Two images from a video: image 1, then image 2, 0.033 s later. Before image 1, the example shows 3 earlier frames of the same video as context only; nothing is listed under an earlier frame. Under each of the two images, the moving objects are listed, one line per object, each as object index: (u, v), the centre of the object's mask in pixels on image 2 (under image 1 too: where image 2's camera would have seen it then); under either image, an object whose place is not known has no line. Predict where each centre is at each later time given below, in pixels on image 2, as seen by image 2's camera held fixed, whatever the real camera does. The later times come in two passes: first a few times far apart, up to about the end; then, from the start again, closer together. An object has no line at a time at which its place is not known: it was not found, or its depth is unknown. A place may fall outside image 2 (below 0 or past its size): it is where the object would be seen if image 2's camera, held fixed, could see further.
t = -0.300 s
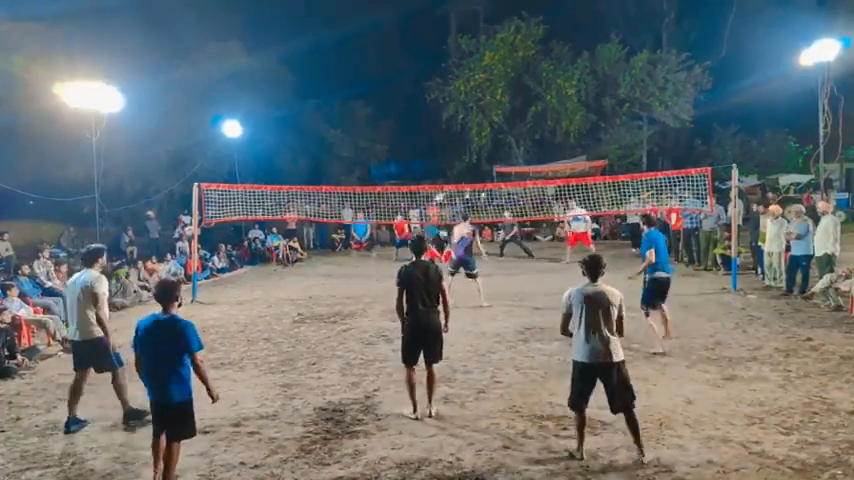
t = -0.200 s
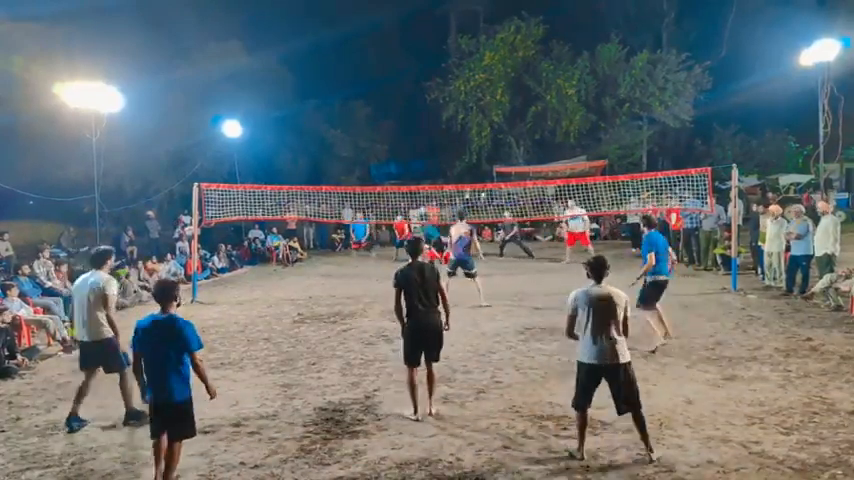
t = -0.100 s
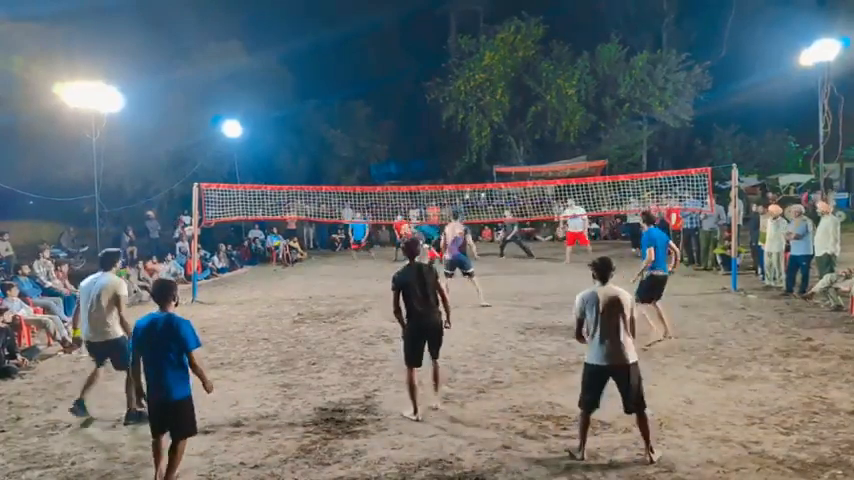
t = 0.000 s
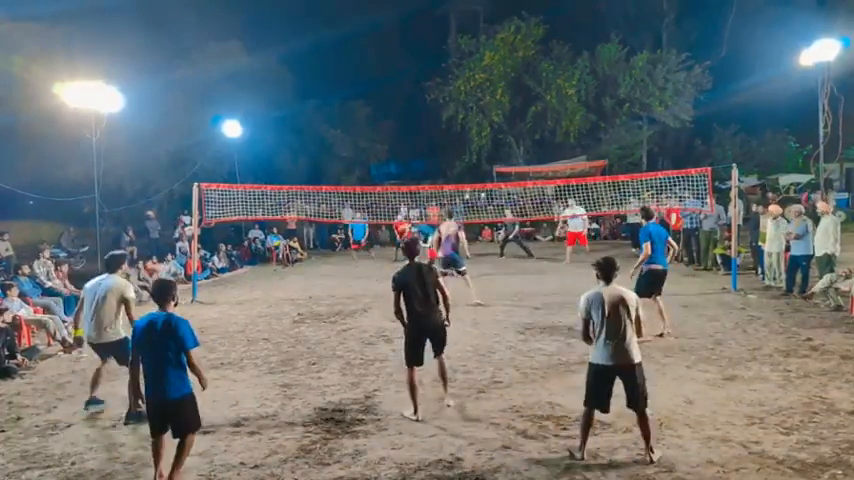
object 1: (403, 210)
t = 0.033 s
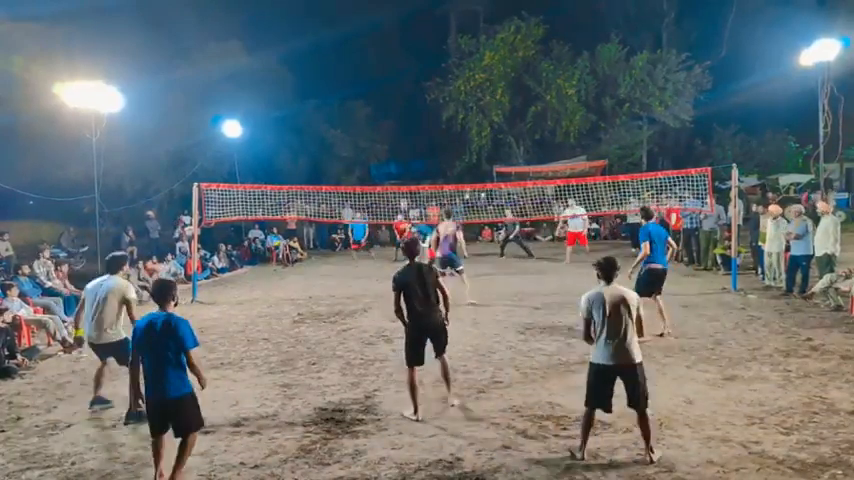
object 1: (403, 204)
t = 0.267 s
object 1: (405, 155)
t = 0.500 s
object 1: (409, 116)
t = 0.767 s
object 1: (417, 88)
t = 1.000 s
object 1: (429, 93)
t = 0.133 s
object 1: (404, 181)
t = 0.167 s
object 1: (404, 175)
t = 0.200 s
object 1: (404, 168)
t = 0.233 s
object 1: (405, 161)
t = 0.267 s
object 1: (405, 155)
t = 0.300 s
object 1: (405, 149)
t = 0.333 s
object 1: (406, 143)
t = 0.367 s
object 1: (407, 137)
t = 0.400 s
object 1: (407, 131)
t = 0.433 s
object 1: (408, 125)
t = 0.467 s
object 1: (408, 120)
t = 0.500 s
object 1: (409, 116)
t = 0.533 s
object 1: (410, 111)
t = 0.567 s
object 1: (410, 106)
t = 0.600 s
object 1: (412, 102)
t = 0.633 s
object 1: (412, 98)
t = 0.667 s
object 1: (413, 95)
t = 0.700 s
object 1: (414, 92)
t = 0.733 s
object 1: (416, 90)
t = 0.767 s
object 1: (417, 88)
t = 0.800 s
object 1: (418, 87)
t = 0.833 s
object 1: (420, 86)
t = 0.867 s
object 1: (421, 86)
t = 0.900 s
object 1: (423, 87)
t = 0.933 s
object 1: (425, 88)
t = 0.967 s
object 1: (427, 90)
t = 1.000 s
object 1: (429, 93)
